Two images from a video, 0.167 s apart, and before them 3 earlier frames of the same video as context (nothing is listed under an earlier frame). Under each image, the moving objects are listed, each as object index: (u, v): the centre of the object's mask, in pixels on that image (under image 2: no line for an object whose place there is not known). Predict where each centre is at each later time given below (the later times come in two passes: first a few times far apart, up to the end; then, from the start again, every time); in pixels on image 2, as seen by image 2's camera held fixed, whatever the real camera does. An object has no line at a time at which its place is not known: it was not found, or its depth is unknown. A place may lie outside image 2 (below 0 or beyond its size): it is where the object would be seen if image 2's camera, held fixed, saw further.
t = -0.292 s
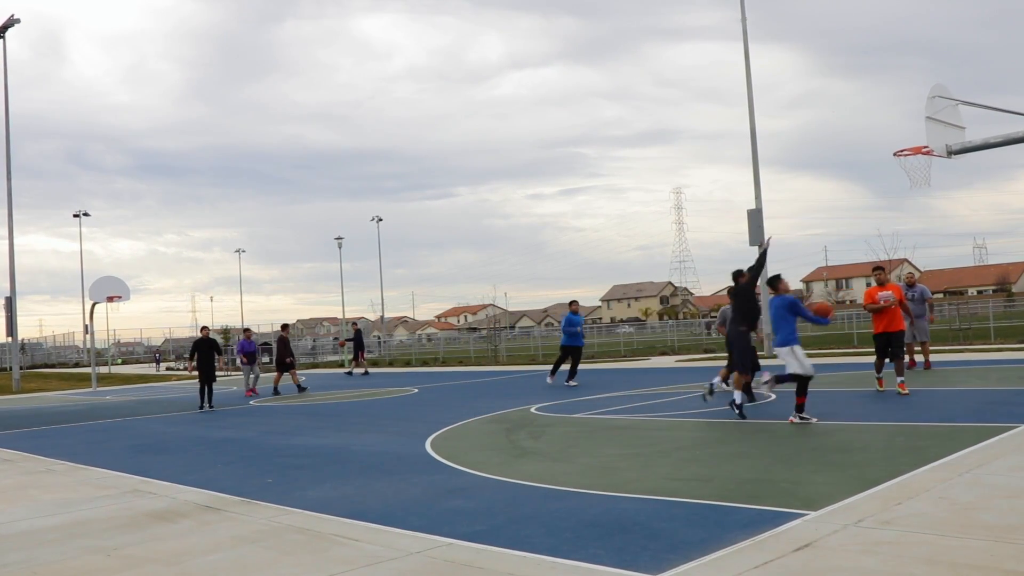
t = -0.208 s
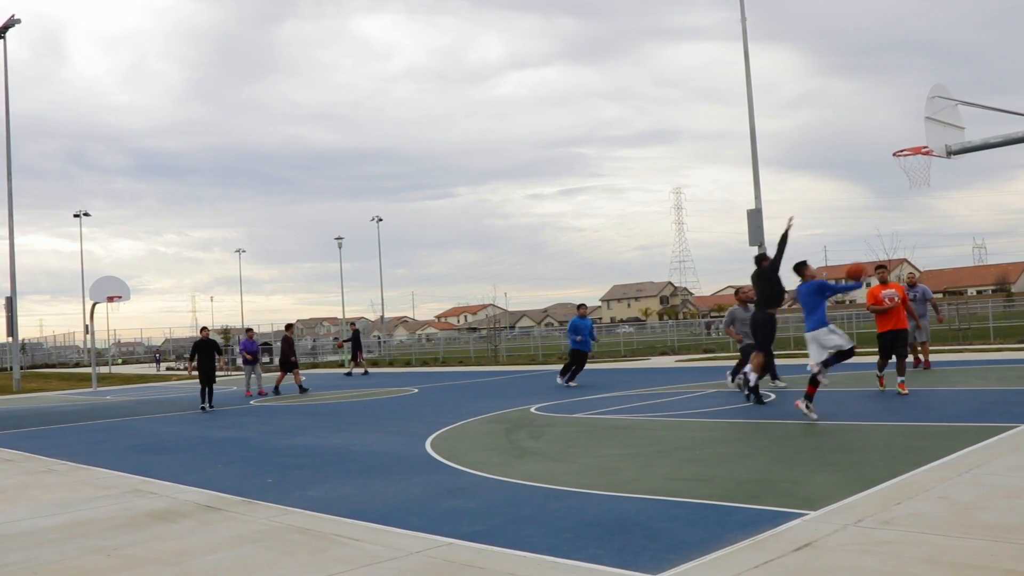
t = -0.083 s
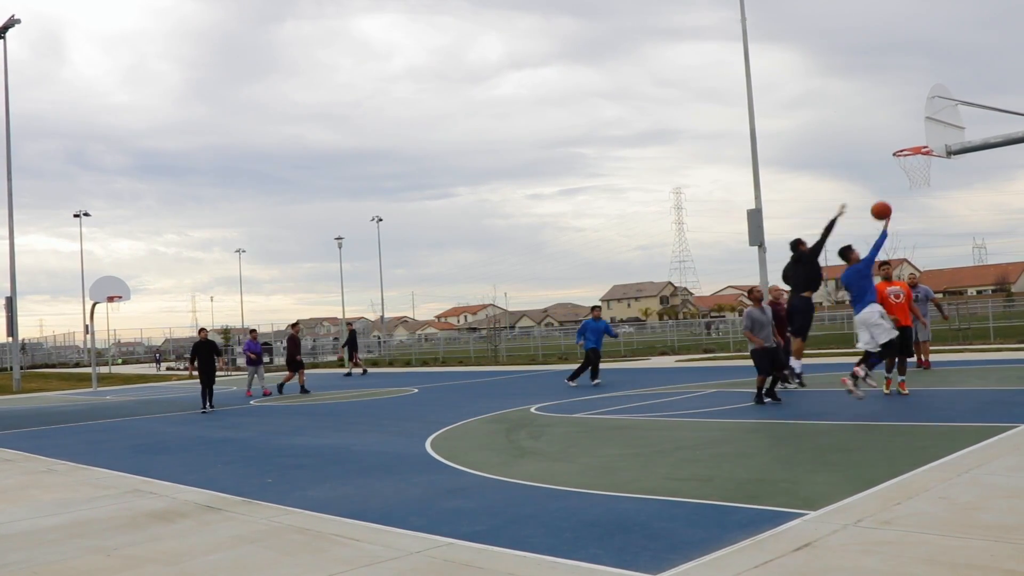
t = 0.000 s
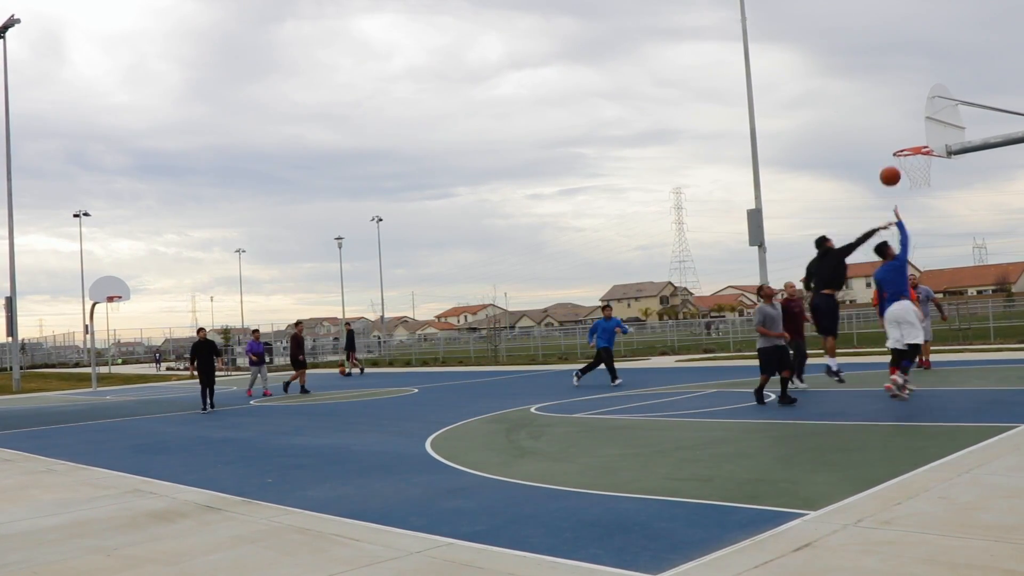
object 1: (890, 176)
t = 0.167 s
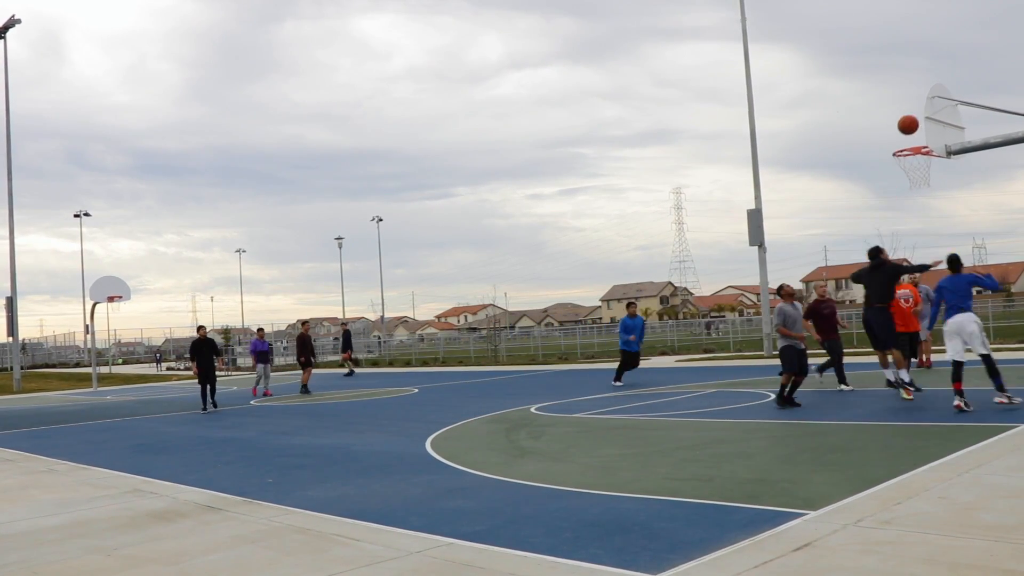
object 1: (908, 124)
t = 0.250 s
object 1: (916, 108)
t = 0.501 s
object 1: (912, 100)
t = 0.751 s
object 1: (903, 142)
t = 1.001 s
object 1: (916, 172)
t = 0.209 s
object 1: (913, 115)
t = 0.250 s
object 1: (916, 108)
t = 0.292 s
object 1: (919, 101)
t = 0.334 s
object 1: (919, 98)
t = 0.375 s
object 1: (918, 96)
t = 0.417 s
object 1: (916, 96)
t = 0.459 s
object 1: (914, 97)
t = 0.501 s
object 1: (912, 100)
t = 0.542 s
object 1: (910, 104)
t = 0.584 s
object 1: (909, 109)
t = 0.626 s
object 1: (907, 115)
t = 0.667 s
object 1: (905, 123)
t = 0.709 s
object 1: (904, 132)
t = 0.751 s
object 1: (903, 142)
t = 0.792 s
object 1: (906, 147)
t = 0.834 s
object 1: (913, 147)
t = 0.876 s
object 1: (924, 154)
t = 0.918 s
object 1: (922, 158)
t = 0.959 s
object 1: (919, 164)
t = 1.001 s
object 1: (916, 172)
